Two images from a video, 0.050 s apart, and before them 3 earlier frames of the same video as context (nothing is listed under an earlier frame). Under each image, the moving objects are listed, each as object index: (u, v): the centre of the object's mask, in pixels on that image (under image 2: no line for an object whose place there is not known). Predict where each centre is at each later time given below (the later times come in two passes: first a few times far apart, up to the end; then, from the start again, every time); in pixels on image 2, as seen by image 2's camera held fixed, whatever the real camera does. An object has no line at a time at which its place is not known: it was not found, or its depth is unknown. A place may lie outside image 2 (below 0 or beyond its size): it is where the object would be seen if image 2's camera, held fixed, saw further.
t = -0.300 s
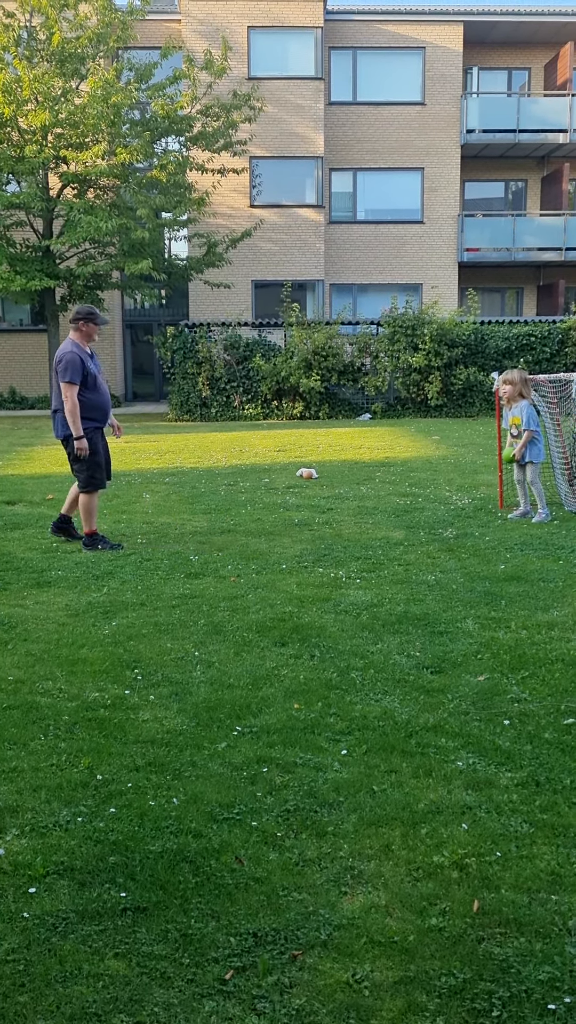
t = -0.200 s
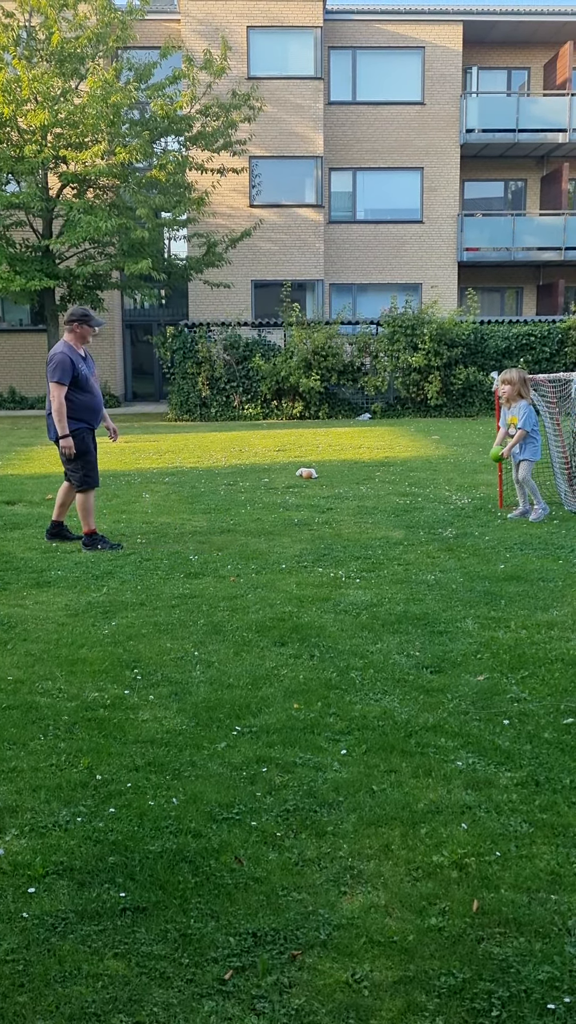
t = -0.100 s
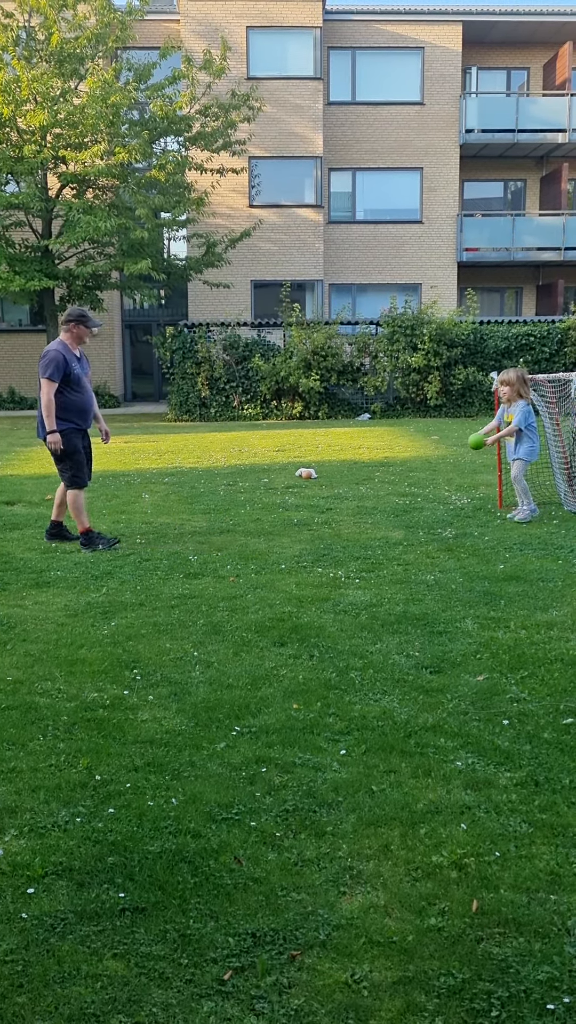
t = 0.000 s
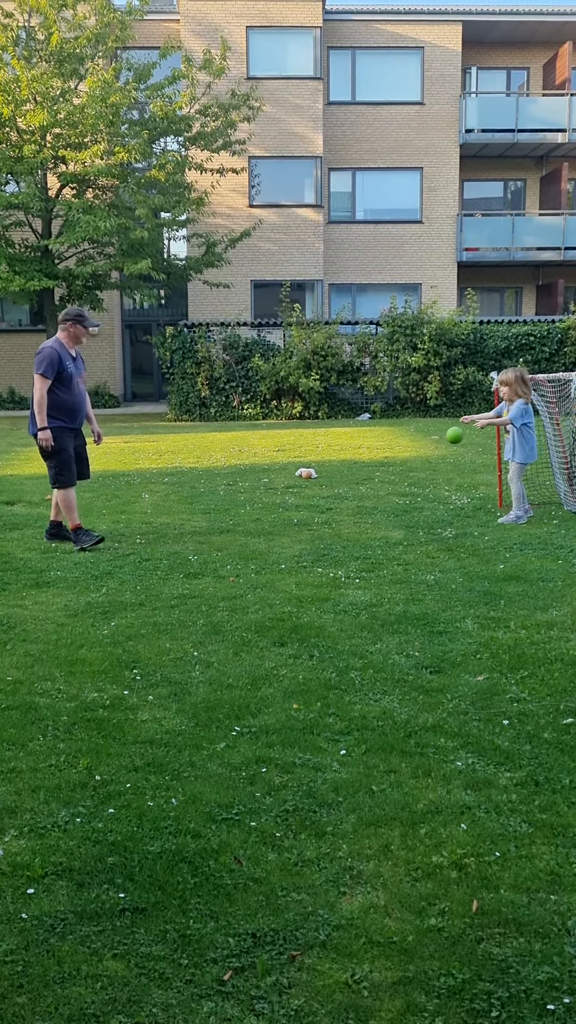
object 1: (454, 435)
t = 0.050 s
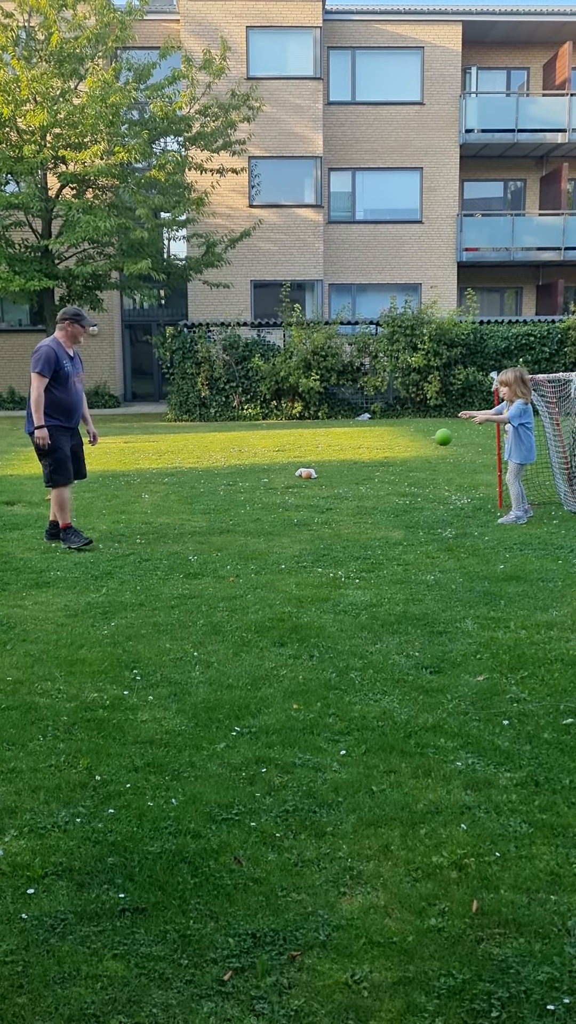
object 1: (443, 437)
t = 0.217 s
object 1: (405, 466)
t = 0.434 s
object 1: (360, 515)
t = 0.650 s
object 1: (329, 502)
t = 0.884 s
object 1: (296, 525)
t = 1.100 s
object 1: (268, 532)
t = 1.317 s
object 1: (241, 533)
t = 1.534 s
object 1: (217, 536)
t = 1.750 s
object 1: (195, 537)
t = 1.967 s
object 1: (177, 538)
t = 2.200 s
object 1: (160, 538)
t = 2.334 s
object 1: (152, 539)
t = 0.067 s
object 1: (440, 438)
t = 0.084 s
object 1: (436, 440)
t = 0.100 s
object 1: (432, 442)
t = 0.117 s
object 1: (428, 444)
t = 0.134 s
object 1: (425, 447)
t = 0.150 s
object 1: (420, 450)
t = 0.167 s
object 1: (417, 453)
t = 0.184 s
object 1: (413, 457)
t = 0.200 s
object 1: (409, 462)
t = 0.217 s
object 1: (405, 466)
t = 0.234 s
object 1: (401, 471)
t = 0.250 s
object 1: (397, 476)
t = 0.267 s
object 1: (394, 481)
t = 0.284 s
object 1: (389, 487)
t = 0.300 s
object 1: (385, 494)
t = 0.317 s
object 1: (382, 500)
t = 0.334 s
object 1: (378, 507)
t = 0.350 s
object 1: (374, 514)
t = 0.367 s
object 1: (370, 522)
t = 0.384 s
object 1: (367, 526)
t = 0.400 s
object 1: (364, 522)
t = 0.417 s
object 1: (362, 518)
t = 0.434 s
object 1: (360, 515)
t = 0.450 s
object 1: (358, 512)
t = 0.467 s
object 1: (356, 509)
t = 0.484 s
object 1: (353, 506)
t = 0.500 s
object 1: (350, 505)
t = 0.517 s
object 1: (348, 503)
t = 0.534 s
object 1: (346, 502)
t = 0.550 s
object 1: (343, 501)
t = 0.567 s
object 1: (341, 500)
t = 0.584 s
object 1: (339, 500)
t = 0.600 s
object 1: (336, 500)
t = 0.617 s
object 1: (334, 500)
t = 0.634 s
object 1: (332, 501)
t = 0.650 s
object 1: (329, 502)
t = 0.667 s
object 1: (327, 503)
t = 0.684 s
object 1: (324, 505)
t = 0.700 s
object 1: (322, 507)
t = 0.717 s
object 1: (319, 510)
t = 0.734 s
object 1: (317, 513)
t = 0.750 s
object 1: (314, 516)
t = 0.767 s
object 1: (312, 520)
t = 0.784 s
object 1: (309, 523)
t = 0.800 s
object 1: (307, 528)
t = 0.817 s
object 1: (305, 531)
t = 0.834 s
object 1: (303, 530)
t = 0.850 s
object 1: (300, 529)
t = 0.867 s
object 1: (298, 526)
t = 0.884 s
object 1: (296, 525)
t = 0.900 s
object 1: (294, 524)
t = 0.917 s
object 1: (292, 523)
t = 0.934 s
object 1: (290, 522)
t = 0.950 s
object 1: (287, 522)
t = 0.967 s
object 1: (285, 522)
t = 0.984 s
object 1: (284, 523)
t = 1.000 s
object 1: (281, 524)
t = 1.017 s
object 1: (279, 525)
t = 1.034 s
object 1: (277, 527)
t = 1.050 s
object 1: (275, 529)
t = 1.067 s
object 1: (273, 531)
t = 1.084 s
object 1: (270, 533)
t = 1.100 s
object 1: (268, 532)
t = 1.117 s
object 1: (266, 532)
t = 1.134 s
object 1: (264, 531)
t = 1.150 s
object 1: (262, 530)
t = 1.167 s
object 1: (260, 530)
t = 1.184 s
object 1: (257, 530)
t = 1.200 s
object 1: (256, 530)
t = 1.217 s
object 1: (253, 531)
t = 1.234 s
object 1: (251, 533)
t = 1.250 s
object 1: (249, 534)
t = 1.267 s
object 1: (247, 534)
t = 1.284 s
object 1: (245, 533)
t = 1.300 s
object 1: (243, 533)
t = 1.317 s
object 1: (241, 533)
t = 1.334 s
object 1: (240, 533)
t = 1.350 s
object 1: (238, 533)
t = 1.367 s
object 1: (236, 534)
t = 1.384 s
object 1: (234, 534)
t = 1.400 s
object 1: (232, 535)
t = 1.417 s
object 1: (230, 535)
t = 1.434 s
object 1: (229, 535)
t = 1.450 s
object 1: (227, 535)
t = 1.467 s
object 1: (225, 535)
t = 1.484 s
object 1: (223, 535)
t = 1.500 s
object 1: (221, 535)
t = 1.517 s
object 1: (219, 536)
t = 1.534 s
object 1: (217, 536)
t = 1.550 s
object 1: (216, 536)
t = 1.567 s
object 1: (213, 536)
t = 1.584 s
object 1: (212, 536)
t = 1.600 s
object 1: (210, 535)
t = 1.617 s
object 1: (208, 536)
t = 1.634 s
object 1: (206, 536)
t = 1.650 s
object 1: (205, 536)
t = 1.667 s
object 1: (203, 536)
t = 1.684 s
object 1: (202, 537)
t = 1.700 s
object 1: (200, 537)
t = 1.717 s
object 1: (199, 537)
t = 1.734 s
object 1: (197, 537)
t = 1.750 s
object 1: (195, 537)
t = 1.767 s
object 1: (194, 537)
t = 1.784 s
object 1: (193, 537)
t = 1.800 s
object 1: (191, 537)
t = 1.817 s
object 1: (189, 537)
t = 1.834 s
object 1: (187, 538)
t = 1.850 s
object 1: (186, 538)
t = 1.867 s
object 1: (184, 538)
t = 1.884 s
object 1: (183, 538)
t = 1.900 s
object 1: (181, 538)
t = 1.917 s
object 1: (180, 538)
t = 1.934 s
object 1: (179, 538)
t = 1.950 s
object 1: (178, 538)
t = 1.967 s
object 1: (177, 538)
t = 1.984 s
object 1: (175, 538)
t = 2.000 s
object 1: (174, 538)
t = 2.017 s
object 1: (173, 538)
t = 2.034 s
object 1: (172, 538)
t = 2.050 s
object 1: (170, 538)
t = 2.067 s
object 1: (169, 538)
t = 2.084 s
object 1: (168, 538)
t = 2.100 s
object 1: (167, 538)
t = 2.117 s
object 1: (166, 538)
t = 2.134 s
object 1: (165, 538)
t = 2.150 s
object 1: (164, 538)
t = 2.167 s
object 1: (162, 538)
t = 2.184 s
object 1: (161, 538)
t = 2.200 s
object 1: (160, 538)
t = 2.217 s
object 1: (159, 538)
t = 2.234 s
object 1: (158, 538)
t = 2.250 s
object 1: (158, 539)
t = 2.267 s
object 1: (157, 539)
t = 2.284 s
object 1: (155, 539)
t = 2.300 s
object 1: (154, 539)
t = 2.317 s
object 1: (153, 539)
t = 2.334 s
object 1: (152, 539)
